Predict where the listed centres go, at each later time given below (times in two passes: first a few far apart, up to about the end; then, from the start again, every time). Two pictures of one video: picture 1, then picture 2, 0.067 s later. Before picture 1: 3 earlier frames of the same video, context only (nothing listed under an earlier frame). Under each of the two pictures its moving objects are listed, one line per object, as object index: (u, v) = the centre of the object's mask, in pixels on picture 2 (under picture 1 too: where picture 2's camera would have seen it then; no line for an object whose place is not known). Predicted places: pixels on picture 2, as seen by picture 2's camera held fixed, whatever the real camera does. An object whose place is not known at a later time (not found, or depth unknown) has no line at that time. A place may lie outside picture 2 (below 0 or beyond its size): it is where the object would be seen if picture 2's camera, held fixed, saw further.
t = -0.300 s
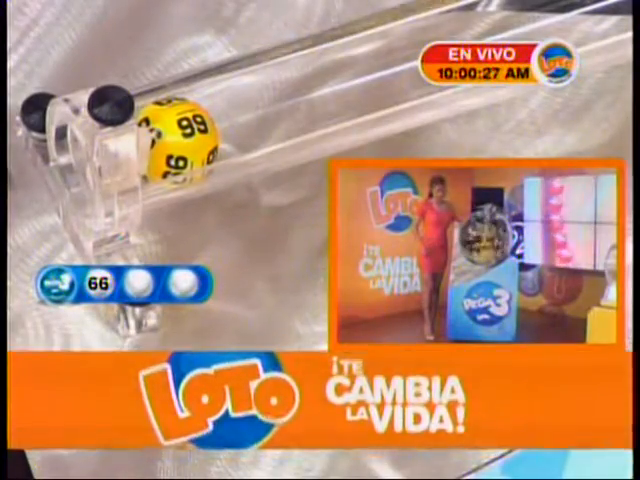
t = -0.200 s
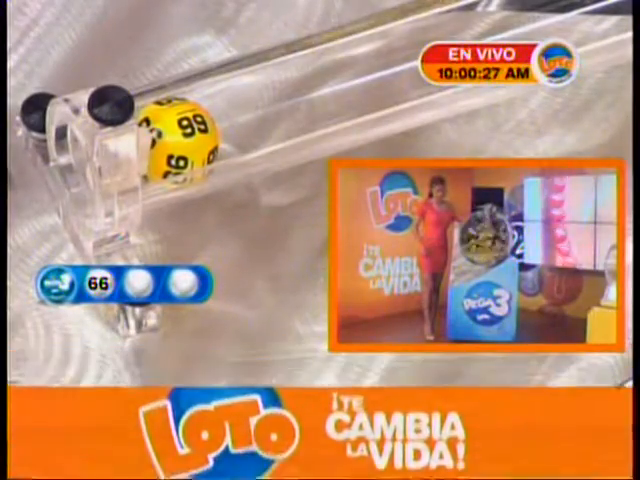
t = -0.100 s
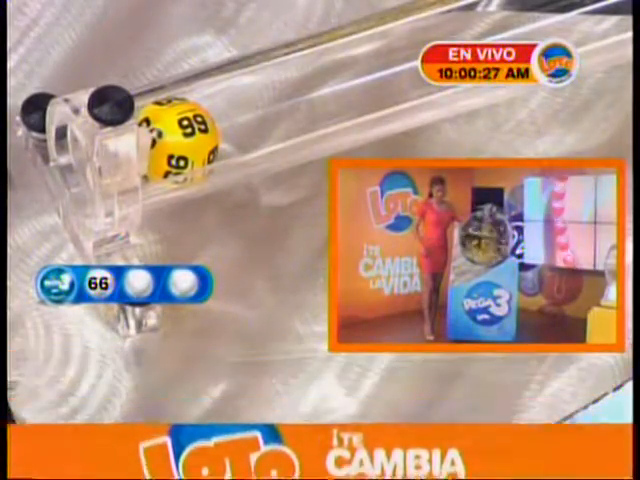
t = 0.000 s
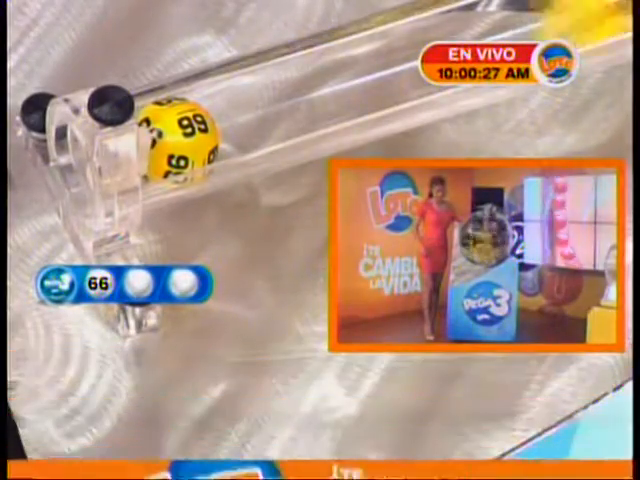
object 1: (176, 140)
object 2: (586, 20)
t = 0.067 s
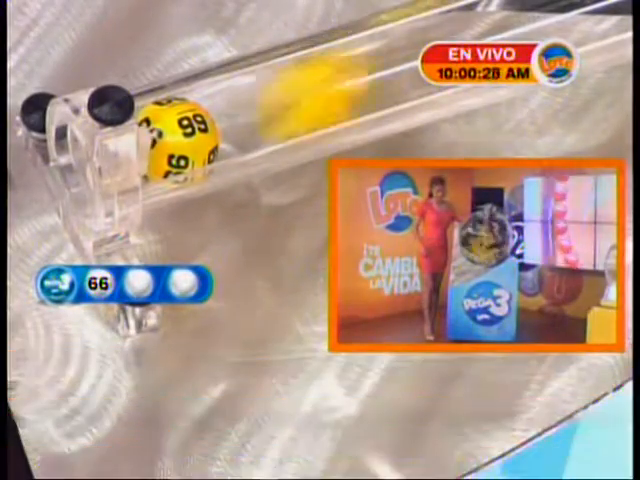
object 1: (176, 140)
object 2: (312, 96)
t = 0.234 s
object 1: (176, 138)
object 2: (383, 72)
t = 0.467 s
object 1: (175, 140)
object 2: (333, 89)
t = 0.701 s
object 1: (175, 139)
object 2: (257, 115)
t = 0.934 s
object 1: (175, 140)
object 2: (257, 115)
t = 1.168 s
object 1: (176, 141)
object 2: (258, 115)
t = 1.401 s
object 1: (176, 141)
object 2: (258, 115)
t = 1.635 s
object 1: (175, 141)
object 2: (258, 115)
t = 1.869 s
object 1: (176, 141)
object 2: (258, 115)
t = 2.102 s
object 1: (175, 141)
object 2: (258, 115)
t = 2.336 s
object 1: (175, 141)
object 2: (258, 115)
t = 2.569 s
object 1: (176, 141)
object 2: (258, 115)
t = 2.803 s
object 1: (175, 141)
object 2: (259, 116)
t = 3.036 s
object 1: (176, 141)
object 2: (258, 116)
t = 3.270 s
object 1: (176, 141)
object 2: (258, 115)
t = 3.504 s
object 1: (176, 141)
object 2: (258, 115)
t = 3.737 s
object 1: (175, 141)
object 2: (258, 115)
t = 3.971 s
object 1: (175, 141)
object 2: (258, 115)
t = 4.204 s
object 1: (175, 141)
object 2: (257, 113)
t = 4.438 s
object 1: (175, 141)
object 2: (258, 115)
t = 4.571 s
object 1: (175, 141)
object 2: (258, 115)
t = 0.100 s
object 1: (181, 134)
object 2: (281, 103)
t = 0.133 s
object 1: (186, 134)
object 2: (324, 90)
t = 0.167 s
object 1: (184, 134)
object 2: (351, 82)
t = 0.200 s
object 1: (181, 135)
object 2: (373, 75)
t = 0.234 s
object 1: (176, 138)
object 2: (383, 72)
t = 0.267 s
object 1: (175, 139)
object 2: (384, 72)
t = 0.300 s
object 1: (175, 140)
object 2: (383, 74)
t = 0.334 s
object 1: (175, 140)
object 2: (381, 74)
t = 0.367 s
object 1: (175, 140)
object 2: (373, 76)
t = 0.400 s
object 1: (175, 140)
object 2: (362, 82)
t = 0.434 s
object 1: (175, 141)
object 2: (350, 85)
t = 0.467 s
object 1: (175, 140)
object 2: (333, 89)
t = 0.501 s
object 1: (175, 140)
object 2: (314, 95)
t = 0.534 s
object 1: (175, 140)
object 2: (294, 102)
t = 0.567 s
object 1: (175, 140)
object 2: (268, 110)
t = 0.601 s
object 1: (176, 138)
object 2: (261, 112)
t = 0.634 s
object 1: (178, 140)
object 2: (262, 113)
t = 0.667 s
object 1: (177, 141)
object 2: (259, 114)
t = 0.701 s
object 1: (175, 139)
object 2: (257, 115)
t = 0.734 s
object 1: (176, 140)
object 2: (257, 115)
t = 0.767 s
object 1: (176, 140)
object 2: (258, 114)
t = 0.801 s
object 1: (176, 141)
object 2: (258, 115)
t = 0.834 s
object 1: (176, 141)
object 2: (258, 115)
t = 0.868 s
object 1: (176, 140)
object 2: (258, 115)
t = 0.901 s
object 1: (176, 140)
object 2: (257, 114)
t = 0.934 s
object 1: (175, 140)
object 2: (257, 115)
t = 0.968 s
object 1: (176, 140)
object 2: (258, 115)
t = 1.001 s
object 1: (176, 140)
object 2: (258, 115)
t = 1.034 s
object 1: (176, 140)
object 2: (258, 115)
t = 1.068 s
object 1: (176, 140)
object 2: (258, 115)
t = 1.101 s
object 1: (176, 140)
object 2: (257, 115)
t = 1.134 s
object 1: (176, 140)
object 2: (257, 115)
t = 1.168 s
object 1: (176, 141)
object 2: (258, 115)
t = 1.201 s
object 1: (176, 141)
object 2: (258, 115)
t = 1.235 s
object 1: (176, 141)
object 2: (257, 115)
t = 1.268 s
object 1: (176, 141)
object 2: (257, 115)
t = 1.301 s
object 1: (175, 141)
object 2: (257, 115)
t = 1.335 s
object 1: (176, 141)
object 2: (257, 115)
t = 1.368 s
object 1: (175, 141)
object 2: (257, 115)
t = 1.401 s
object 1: (176, 141)
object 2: (258, 115)
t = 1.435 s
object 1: (176, 141)
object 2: (258, 115)
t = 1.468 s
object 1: (176, 141)
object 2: (259, 114)
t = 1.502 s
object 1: (176, 141)
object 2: (259, 115)
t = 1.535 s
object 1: (176, 141)
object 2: (259, 115)
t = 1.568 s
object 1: (176, 141)
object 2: (258, 115)
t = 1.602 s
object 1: (176, 141)
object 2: (258, 115)
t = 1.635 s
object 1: (175, 141)
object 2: (258, 115)
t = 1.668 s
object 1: (176, 141)
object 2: (258, 115)
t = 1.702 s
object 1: (176, 141)
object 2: (258, 115)
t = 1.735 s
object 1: (176, 141)
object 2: (258, 115)
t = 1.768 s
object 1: (176, 141)
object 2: (258, 115)
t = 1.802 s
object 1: (176, 141)
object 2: (258, 115)
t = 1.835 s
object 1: (176, 141)
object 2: (258, 115)
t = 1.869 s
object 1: (176, 141)
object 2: (258, 115)
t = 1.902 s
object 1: (175, 141)
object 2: (258, 115)
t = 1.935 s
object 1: (175, 141)
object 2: (258, 115)
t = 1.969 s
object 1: (175, 141)
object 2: (258, 115)
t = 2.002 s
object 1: (175, 141)
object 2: (258, 115)
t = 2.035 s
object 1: (175, 141)
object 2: (258, 115)
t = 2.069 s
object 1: (175, 141)
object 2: (258, 115)
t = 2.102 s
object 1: (175, 141)
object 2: (258, 115)
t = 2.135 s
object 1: (175, 141)
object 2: (258, 115)
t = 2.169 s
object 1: (175, 141)
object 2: (258, 115)
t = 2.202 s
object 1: (175, 141)
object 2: (258, 115)
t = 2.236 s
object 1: (175, 141)
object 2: (258, 115)
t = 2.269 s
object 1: (175, 141)
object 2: (258, 115)
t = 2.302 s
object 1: (175, 141)
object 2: (258, 115)
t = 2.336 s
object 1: (175, 141)
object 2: (258, 115)
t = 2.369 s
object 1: (175, 141)
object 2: (258, 115)
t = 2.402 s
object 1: (175, 141)
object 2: (258, 115)
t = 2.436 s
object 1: (175, 141)
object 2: (258, 115)
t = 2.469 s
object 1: (175, 141)
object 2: (258, 115)
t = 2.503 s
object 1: (175, 141)
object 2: (258, 115)
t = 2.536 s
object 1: (176, 141)
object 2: (258, 115)
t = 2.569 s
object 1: (176, 141)
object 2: (258, 115)
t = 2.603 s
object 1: (176, 141)
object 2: (258, 115)
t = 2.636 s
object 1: (176, 141)
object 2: (258, 115)
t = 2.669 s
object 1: (176, 141)
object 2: (258, 115)
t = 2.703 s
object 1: (176, 141)
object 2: (258, 115)
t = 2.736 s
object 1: (176, 141)
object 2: (258, 115)
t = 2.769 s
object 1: (176, 141)
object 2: (258, 115)
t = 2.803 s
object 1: (175, 141)
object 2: (259, 116)
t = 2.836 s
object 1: (175, 140)
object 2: (259, 115)
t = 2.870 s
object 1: (175, 140)
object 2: (259, 116)
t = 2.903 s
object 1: (176, 141)
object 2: (259, 116)
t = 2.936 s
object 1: (176, 141)
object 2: (258, 116)
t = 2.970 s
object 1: (176, 141)
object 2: (258, 116)
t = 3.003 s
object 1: (176, 141)
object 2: (258, 116)
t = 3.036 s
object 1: (176, 141)
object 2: (258, 116)
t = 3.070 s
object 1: (176, 141)
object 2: (258, 115)
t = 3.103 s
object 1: (175, 141)
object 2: (258, 115)
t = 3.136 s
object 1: (175, 141)
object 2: (258, 116)
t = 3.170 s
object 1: (176, 141)
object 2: (258, 115)
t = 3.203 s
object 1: (176, 141)
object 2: (258, 115)
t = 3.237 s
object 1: (175, 141)
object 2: (258, 114)
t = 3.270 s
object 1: (176, 141)
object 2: (258, 115)
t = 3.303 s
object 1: (175, 141)
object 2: (258, 115)
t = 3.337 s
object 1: (176, 141)
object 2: (258, 115)
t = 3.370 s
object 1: (175, 141)
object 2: (258, 115)
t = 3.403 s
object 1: (175, 141)
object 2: (258, 115)
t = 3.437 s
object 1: (175, 141)
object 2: (258, 115)
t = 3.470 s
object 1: (175, 141)
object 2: (258, 115)
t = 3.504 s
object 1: (176, 141)
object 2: (258, 115)
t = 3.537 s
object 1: (176, 141)
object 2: (258, 115)
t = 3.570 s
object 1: (176, 141)
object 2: (258, 115)
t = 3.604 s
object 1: (175, 141)
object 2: (258, 115)
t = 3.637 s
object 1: (176, 141)
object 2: (258, 115)
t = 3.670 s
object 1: (175, 141)
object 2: (258, 115)
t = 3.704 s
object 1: (176, 141)
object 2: (258, 114)
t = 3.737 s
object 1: (175, 141)
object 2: (258, 115)
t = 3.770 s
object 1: (175, 141)
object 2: (258, 115)
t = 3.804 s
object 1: (175, 141)
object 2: (258, 115)
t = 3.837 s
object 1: (175, 141)
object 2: (258, 115)
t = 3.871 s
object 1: (175, 141)
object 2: (258, 115)
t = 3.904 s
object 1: (175, 141)
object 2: (258, 115)
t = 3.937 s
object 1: (175, 141)
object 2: (258, 114)
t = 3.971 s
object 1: (175, 141)
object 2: (258, 115)
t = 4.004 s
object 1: (175, 141)
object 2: (257, 114)
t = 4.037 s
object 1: (175, 141)
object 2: (258, 115)
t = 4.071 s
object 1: (175, 141)
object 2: (257, 113)
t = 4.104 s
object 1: (175, 141)
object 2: (258, 115)
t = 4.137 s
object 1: (175, 141)
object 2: (258, 115)
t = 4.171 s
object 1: (175, 141)
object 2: (257, 113)
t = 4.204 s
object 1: (175, 141)
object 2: (257, 113)
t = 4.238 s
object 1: (175, 141)
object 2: (257, 113)
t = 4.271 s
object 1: (175, 141)
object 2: (258, 115)
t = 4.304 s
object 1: (175, 141)
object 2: (257, 113)
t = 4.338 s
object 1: (175, 141)
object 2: (257, 113)
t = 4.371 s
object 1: (175, 141)
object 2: (257, 113)
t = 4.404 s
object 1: (175, 141)
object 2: (258, 115)
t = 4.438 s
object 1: (175, 141)
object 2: (258, 115)
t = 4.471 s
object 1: (175, 141)
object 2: (258, 115)
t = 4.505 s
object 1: (175, 141)
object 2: (258, 115)
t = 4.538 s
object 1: (175, 141)
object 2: (257, 113)
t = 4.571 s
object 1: (175, 141)
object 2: (258, 115)
